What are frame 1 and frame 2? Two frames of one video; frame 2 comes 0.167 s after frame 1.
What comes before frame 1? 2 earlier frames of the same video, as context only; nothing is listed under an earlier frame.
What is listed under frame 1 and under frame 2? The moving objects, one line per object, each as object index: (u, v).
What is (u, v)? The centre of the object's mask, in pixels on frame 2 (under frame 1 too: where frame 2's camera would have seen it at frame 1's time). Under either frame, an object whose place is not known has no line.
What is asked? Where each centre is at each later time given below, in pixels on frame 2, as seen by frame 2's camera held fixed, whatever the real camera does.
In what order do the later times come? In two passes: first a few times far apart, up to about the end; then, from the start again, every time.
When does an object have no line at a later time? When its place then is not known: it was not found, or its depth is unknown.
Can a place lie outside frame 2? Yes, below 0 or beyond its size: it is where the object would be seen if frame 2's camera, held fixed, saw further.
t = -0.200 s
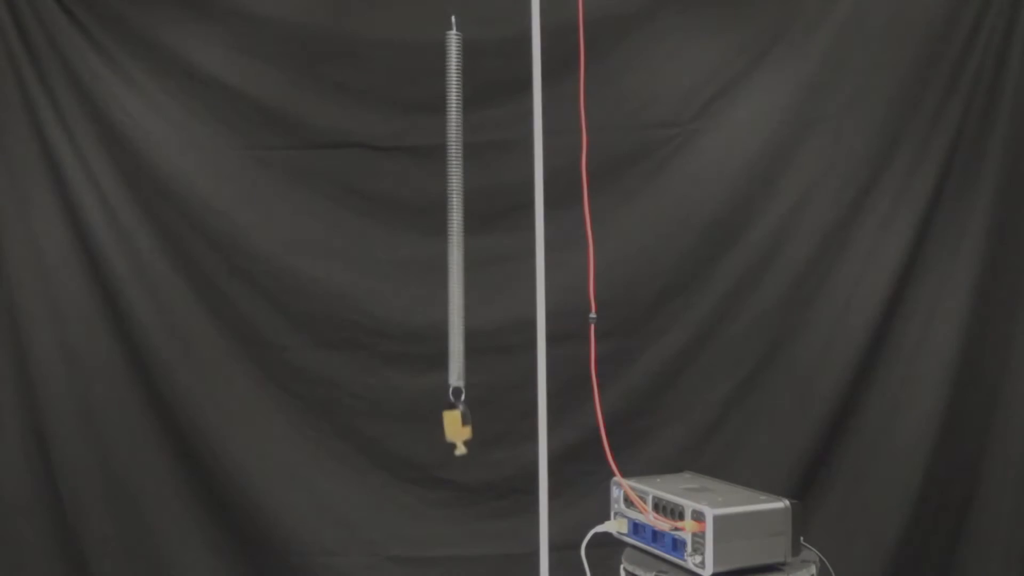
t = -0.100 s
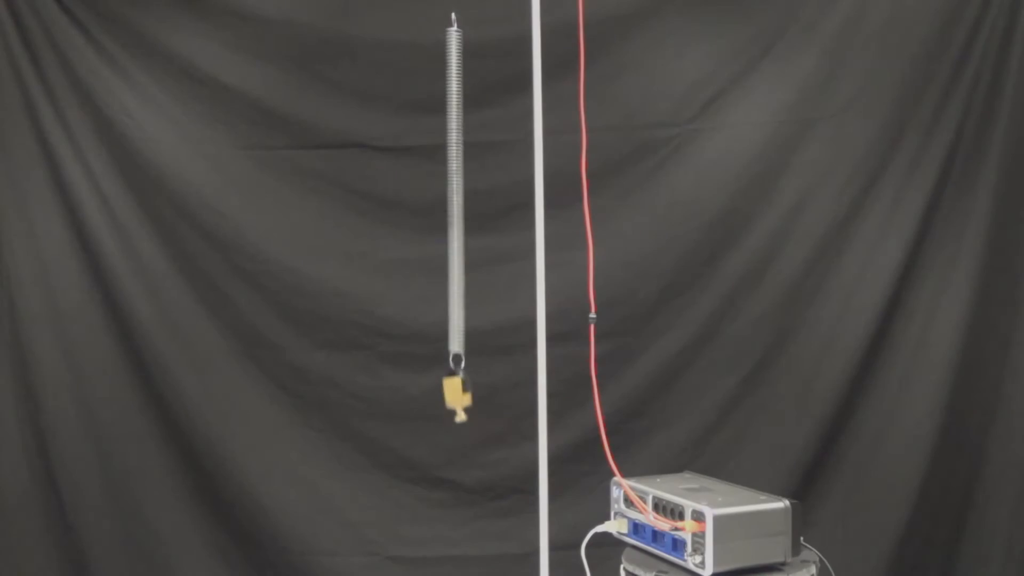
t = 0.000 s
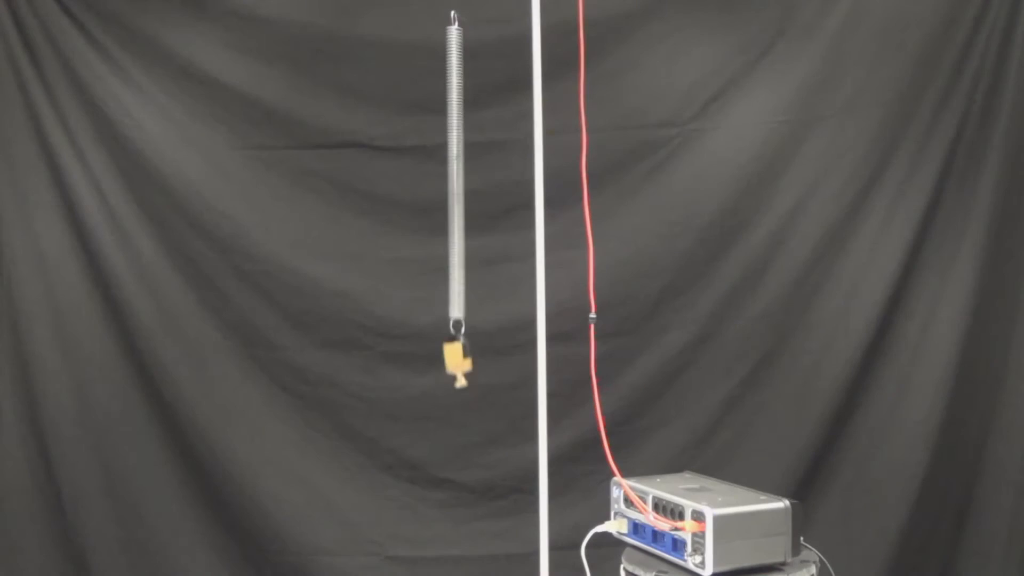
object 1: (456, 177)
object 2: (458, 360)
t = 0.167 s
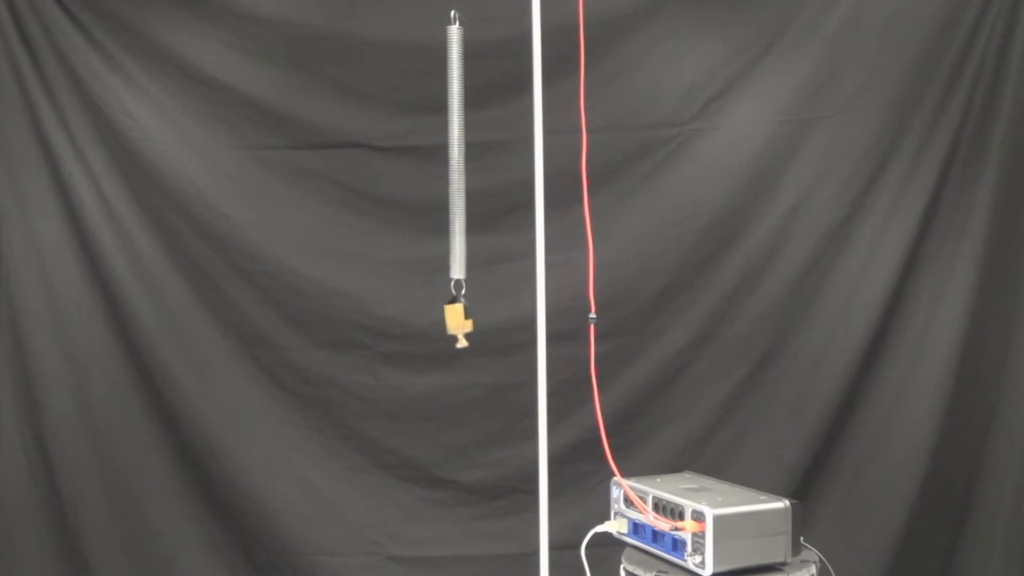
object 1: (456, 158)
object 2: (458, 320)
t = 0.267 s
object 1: (457, 157)
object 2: (459, 317)
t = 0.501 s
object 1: (458, 187)
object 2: (461, 371)
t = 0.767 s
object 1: (457, 236)
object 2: (461, 460)
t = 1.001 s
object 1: (456, 236)
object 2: (459, 464)
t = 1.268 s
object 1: (454, 183)
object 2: (455, 373)
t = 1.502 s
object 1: (454, 151)
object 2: (454, 308)
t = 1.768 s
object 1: (455, 172)
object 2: (458, 352)
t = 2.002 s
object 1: (457, 223)
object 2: (461, 445)
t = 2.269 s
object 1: (458, 239)
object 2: (462, 477)
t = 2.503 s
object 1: (456, 196)
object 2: (459, 405)
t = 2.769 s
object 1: (454, 144)
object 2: (454, 307)
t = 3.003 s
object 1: (454, 150)
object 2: (454, 321)
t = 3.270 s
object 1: (455, 209)
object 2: (458, 428)
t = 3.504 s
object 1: (457, 242)
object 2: (461, 483)
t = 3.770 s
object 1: (457, 207)
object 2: (462, 425)
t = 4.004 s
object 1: (456, 156)
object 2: (460, 331)
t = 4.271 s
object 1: (455, 146)
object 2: (457, 309)
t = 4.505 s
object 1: (455, 189)
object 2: (457, 392)
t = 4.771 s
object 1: (456, 239)
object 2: (458, 476)
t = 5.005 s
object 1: (456, 225)
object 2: (460, 454)
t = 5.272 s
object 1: (457, 169)
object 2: (461, 352)
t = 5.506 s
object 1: (457, 146)
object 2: (460, 304)
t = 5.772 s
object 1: (457, 177)
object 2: (460, 367)
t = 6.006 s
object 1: (456, 225)
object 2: (460, 451)
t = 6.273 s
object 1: (455, 234)
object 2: (458, 460)
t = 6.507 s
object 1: (455, 195)
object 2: (457, 391)
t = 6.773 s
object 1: (455, 157)
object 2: (457, 319)
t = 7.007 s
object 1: (457, 166)
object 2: (460, 340)
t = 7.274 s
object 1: (458, 213)
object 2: (462, 425)
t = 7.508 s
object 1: (457, 237)
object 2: (461, 459)
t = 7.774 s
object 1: (455, 211)
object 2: (457, 413)
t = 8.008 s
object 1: (454, 170)
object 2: (455, 346)
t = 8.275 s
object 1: (454, 163)
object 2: (456, 331)
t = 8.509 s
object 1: (456, 193)
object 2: (459, 386)
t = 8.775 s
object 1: (458, 230)
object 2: (462, 444)
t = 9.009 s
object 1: (458, 227)
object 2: (461, 435)
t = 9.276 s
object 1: (456, 190)
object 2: (457, 375)
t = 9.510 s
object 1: (454, 167)
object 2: (455, 338)
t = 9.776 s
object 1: (454, 182)
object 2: (455, 365)
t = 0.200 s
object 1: (457, 157)
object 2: (458, 317)
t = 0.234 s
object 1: (457, 157)
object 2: (459, 316)
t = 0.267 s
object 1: (457, 157)
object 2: (459, 317)
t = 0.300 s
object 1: (457, 159)
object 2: (459, 319)
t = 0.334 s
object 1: (457, 162)
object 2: (460, 325)
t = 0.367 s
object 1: (457, 165)
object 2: (460, 332)
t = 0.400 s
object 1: (457, 168)
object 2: (460, 340)
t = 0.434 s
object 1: (458, 174)
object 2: (460, 349)
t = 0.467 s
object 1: (458, 180)
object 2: (460, 360)
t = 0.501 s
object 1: (458, 187)
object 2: (461, 371)
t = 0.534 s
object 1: (458, 195)
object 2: (461, 383)
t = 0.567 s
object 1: (458, 201)
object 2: (461, 396)
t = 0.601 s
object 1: (458, 209)
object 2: (461, 408)
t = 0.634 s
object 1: (458, 215)
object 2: (461, 421)
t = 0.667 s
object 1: (458, 222)
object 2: (461, 431)
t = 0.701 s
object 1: (458, 227)
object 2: (461, 442)
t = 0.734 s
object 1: (458, 231)
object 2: (461, 451)
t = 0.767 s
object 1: (457, 236)
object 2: (461, 460)
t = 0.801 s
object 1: (457, 238)
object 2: (461, 465)
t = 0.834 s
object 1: (457, 242)
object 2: (460, 470)
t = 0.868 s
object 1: (457, 243)
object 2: (460, 473)
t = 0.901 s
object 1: (457, 243)
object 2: (460, 473)
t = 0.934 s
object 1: (457, 242)
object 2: (459, 473)
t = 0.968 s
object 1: (456, 240)
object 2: (459, 469)
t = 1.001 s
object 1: (456, 236)
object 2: (459, 464)
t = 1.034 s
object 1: (456, 230)
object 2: (458, 457)
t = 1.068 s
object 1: (456, 224)
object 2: (458, 448)
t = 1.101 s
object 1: (455, 219)
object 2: (457, 438)
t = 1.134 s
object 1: (455, 212)
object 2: (457, 427)
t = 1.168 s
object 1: (455, 205)
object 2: (456, 414)
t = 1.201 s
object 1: (454, 200)
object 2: (456, 401)
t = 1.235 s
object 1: (454, 191)
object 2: (455, 387)
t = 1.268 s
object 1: (454, 183)
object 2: (455, 373)
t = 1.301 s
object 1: (454, 178)
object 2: (455, 360)
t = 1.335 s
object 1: (454, 170)
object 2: (454, 348)
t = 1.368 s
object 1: (454, 166)
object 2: (454, 337)
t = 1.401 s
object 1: (454, 161)
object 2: (454, 327)
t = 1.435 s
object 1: (454, 156)
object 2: (454, 318)
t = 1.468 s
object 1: (454, 153)
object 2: (454, 312)
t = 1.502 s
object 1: (454, 151)
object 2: (454, 308)
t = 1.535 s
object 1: (454, 150)
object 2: (455, 306)
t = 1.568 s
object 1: (454, 149)
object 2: (455, 306)
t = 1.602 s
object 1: (454, 151)
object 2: (455, 309)
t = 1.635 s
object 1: (455, 154)
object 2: (456, 314)
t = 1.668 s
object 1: (455, 157)
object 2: (456, 320)
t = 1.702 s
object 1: (455, 161)
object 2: (457, 330)
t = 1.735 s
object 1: (455, 166)
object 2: (457, 340)
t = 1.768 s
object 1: (455, 172)
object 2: (458, 352)
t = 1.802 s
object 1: (456, 180)
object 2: (458, 365)
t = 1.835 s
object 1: (456, 188)
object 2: (459, 378)
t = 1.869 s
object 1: (457, 196)
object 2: (459, 392)
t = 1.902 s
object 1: (457, 201)
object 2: (460, 406)
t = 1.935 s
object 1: (457, 209)
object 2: (460, 420)
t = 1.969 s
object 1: (457, 216)
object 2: (461, 433)
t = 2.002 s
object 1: (457, 223)
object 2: (461, 445)
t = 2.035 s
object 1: (458, 229)
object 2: (462, 455)
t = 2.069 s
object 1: (458, 233)
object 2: (462, 464)
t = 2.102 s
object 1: (458, 237)
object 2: (462, 471)
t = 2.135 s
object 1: (458, 240)
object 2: (462, 477)
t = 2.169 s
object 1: (458, 242)
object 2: (462, 480)
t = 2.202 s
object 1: (458, 242)
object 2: (462, 481)
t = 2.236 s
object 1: (458, 241)
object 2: (462, 480)
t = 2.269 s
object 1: (458, 239)
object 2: (462, 477)
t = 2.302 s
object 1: (458, 235)
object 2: (462, 472)
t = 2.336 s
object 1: (458, 230)
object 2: (461, 464)
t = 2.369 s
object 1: (457, 224)
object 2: (461, 455)
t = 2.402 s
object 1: (457, 218)
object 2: (460, 445)
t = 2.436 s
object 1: (457, 211)
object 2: (460, 432)
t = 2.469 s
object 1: (456, 204)
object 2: (459, 419)
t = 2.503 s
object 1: (456, 196)
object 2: (459, 405)
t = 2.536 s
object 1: (456, 189)
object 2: (458, 391)
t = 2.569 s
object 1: (455, 181)
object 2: (458, 376)
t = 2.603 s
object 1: (455, 173)
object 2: (457, 361)
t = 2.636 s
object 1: (455, 166)
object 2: (456, 348)
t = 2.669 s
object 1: (455, 160)
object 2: (456, 335)
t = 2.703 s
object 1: (455, 153)
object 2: (455, 324)
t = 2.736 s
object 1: (454, 148)
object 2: (455, 314)
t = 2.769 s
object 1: (454, 144)
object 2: (454, 307)
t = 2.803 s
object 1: (454, 142)
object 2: (454, 302)
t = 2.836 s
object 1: (453, 140)
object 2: (454, 300)
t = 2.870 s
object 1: (453, 139)
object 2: (454, 300)
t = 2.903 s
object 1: (453, 140)
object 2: (454, 301)
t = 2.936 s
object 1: (453, 142)
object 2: (454, 306)
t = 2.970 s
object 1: (454, 145)
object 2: (454, 312)
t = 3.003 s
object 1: (454, 150)
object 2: (454, 321)
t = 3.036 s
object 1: (454, 155)
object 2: (454, 332)
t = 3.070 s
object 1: (454, 161)
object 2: (455, 344)
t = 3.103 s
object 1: (454, 168)
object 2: (455, 357)
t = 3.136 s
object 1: (454, 175)
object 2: (456, 371)
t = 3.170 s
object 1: (454, 184)
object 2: (456, 385)
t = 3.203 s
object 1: (455, 193)
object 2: (456, 400)
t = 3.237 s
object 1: (455, 200)
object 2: (457, 415)
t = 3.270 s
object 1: (455, 209)
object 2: (458, 428)
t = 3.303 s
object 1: (455, 216)
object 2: (458, 441)
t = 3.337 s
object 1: (455, 222)
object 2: (459, 453)
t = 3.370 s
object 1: (456, 227)
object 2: (459, 462)
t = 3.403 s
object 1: (456, 231)
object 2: (460, 470)
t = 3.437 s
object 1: (457, 237)
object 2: (460, 477)
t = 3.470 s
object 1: (457, 241)
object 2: (461, 481)
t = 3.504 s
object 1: (457, 242)
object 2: (461, 483)
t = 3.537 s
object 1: (457, 242)
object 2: (461, 483)
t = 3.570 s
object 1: (457, 241)
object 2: (462, 480)
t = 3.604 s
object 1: (458, 237)
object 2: (462, 475)
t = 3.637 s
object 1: (458, 232)
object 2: (462, 469)
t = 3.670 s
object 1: (458, 227)
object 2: (462, 460)
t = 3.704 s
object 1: (457, 221)
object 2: (462, 450)
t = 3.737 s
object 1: (457, 214)
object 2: (462, 438)
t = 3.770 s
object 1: (457, 207)
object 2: (462, 425)
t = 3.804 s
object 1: (458, 199)
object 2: (462, 412)
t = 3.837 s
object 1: (458, 191)
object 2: (462, 397)
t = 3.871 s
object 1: (458, 186)
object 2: (461, 383)
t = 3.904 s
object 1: (457, 177)
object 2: (461, 368)
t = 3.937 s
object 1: (457, 169)
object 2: (461, 355)
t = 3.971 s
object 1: (457, 162)
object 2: (460, 342)
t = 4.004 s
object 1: (456, 156)
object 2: (460, 331)
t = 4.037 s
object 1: (456, 151)
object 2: (459, 321)
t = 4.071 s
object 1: (456, 148)
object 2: (459, 312)
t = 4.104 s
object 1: (456, 143)
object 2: (459, 306)
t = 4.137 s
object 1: (456, 142)
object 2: (458, 302)
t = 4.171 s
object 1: (456, 140)
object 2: (458, 301)
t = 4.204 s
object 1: (455, 142)
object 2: (458, 301)
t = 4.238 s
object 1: (455, 143)
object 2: (457, 304)
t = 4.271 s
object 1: (455, 146)
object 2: (457, 309)
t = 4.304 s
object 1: (455, 149)
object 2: (457, 317)
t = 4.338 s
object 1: (455, 154)
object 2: (457, 327)
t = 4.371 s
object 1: (455, 159)
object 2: (457, 338)
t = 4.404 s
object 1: (455, 165)
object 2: (457, 351)
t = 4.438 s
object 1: (455, 173)
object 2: (457, 364)
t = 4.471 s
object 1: (455, 181)
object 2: (457, 378)
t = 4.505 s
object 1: (455, 189)
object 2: (457, 392)
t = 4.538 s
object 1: (455, 198)
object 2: (457, 406)
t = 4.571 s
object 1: (455, 205)
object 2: (457, 421)
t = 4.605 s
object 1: (455, 213)
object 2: (457, 433)
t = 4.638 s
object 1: (455, 219)
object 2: (457, 446)
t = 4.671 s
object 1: (455, 226)
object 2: (458, 456)
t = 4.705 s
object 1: (455, 231)
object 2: (458, 465)
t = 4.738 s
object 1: (455, 236)
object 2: (458, 472)
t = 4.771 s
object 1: (456, 239)
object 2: (458, 476)
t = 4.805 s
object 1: (456, 242)
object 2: (458, 480)
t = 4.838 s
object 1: (456, 243)
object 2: (459, 481)
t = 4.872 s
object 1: (456, 242)
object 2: (459, 479)
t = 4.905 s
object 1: (456, 240)
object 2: (459, 476)
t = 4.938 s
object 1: (456, 236)
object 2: (459, 470)
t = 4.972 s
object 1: (456, 231)
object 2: (459, 463)
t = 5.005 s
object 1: (456, 225)
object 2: (460, 454)
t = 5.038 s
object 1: (456, 219)
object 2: (460, 444)
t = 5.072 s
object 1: (456, 213)
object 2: (460, 432)
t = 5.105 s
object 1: (456, 205)
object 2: (460, 419)
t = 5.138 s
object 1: (456, 198)
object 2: (460, 406)
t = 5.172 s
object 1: (457, 191)
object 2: (460, 392)
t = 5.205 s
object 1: (457, 183)
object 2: (460, 378)
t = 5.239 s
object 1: (457, 175)
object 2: (461, 364)
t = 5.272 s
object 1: (457, 169)
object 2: (461, 352)
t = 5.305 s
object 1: (457, 163)
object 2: (460, 340)
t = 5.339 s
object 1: (457, 156)
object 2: (460, 329)
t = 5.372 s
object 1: (457, 153)
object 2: (460, 320)
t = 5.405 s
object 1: (457, 149)
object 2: (460, 313)
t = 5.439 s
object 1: (457, 147)
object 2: (460, 308)
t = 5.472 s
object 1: (457, 145)
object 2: (460, 304)
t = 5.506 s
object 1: (457, 146)
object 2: (460, 304)
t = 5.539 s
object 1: (457, 147)
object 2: (460, 305)
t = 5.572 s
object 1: (457, 148)
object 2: (460, 308)
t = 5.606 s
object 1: (457, 150)
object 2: (460, 314)
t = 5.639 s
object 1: (457, 154)
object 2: (460, 322)
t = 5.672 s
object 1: (457, 159)
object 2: (460, 332)
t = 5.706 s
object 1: (457, 164)
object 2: (460, 342)
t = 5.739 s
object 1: (457, 170)
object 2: (460, 355)
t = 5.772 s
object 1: (457, 177)
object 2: (460, 367)
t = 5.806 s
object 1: (457, 184)
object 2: (460, 380)
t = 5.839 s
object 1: (456, 191)
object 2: (460, 394)
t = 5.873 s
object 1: (457, 199)
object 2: (460, 407)
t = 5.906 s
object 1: (457, 205)
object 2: (460, 420)
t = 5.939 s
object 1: (457, 212)
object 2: (460, 431)
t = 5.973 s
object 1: (457, 219)
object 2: (460, 442)
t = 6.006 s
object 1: (456, 225)
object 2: (460, 451)
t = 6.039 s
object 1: (456, 230)
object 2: (459, 458)
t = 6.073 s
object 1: (456, 234)
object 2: (459, 463)
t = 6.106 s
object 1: (456, 238)
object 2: (459, 468)
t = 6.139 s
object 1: (456, 240)
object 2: (459, 470)
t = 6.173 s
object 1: (456, 241)
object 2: (458, 470)
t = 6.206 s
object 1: (456, 240)
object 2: (458, 469)
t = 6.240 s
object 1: (455, 239)
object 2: (458, 465)
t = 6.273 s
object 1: (455, 234)
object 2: (458, 460)
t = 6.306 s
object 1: (455, 229)
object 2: (458, 453)
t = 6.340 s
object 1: (455, 227)
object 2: (457, 446)
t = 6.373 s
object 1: (455, 221)
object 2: (457, 436)
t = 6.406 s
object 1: (455, 215)
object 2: (457, 425)
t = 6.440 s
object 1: (455, 209)
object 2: (457, 415)
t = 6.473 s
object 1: (455, 202)
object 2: (457, 403)
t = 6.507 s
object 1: (455, 195)
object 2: (457, 391)
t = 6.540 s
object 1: (455, 188)
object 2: (457, 379)
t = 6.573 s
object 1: (455, 181)
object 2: (457, 367)
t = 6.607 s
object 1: (455, 175)
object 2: (457, 356)
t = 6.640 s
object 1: (455, 170)
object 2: (457, 346)
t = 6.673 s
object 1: (455, 165)
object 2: (457, 337)
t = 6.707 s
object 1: (455, 161)
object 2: (457, 330)
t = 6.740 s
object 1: (455, 159)
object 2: (457, 323)
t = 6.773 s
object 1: (455, 157)
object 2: (457, 319)
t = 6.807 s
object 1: (456, 155)
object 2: (458, 316)
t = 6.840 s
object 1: (456, 155)
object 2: (458, 315)
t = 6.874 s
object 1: (456, 156)
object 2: (458, 317)
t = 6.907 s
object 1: (456, 157)
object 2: (459, 320)
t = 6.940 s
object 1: (456, 159)
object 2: (459, 325)
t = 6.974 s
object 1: (457, 162)
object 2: (459, 332)
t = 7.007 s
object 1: (457, 166)
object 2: (460, 340)
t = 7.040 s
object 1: (457, 171)
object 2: (460, 349)
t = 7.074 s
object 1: (457, 176)
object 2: (460, 360)
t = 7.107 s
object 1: (457, 181)
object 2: (461, 371)
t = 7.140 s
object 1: (457, 187)
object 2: (461, 382)
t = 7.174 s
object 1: (457, 194)
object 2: (461, 393)
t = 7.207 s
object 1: (458, 201)
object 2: (461, 404)
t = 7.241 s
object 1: (458, 207)
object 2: (461, 415)
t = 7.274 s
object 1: (458, 213)
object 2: (462, 425)
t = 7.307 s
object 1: (458, 219)
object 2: (462, 434)
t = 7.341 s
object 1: (458, 224)
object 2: (462, 441)
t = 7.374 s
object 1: (457, 228)
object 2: (461, 448)
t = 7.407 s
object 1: (457, 232)
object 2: (461, 453)
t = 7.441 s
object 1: (457, 235)
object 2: (461, 457)
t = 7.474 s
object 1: (457, 237)
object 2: (461, 458)
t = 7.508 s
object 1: (457, 237)
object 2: (461, 459)
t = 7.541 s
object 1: (457, 237)
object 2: (460, 458)
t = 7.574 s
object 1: (456, 237)
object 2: (460, 455)
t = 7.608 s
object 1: (456, 233)
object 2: (459, 451)
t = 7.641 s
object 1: (456, 231)
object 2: (459, 446)
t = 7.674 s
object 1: (456, 227)
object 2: (458, 439)
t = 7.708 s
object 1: (456, 222)
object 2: (458, 431)
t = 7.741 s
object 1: (455, 216)
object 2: (457, 422)
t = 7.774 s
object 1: (455, 211)
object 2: (457, 413)
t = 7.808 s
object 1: (455, 205)
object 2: (457, 403)
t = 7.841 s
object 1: (454, 198)
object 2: (456, 393)
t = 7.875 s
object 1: (454, 192)
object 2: (456, 382)
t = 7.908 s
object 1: (454, 186)
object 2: (456, 372)
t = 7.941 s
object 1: (454, 180)
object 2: (455, 362)
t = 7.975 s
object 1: (454, 175)
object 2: (455, 353)
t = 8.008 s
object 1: (454, 170)
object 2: (455, 346)
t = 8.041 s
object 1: (454, 166)
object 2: (455, 338)
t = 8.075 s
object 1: (454, 164)
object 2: (455, 332)
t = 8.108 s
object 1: (454, 162)
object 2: (455, 328)
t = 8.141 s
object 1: (454, 160)
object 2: (455, 325)
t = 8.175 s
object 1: (454, 159)
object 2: (455, 324)
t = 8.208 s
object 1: (454, 160)
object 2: (455, 325)
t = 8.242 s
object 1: (454, 161)
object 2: (455, 327)
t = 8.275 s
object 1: (454, 163)
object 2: (456, 331)
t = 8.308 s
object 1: (454, 166)
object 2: (456, 336)
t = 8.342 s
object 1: (455, 169)
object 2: (456, 342)
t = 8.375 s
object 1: (455, 173)
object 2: (457, 350)
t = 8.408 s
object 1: (456, 177)
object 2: (458, 359)
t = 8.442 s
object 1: (456, 182)
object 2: (458, 368)
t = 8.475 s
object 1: (456, 188)
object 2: (459, 377)
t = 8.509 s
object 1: (456, 193)
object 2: (459, 386)
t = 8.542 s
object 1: (456, 198)
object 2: (459, 397)
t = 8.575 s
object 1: (457, 204)
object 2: (460, 406)
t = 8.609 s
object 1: (457, 210)
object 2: (461, 415)
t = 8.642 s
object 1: (457, 215)
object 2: (461, 423)
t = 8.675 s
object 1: (457, 219)
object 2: (461, 429)
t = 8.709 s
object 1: (458, 224)
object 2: (461, 436)
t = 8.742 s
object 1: (458, 228)
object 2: (462, 440)
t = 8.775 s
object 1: (458, 230)
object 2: (462, 444)
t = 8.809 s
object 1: (458, 233)
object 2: (462, 446)
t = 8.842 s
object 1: (458, 234)
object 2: (462, 448)
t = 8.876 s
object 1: (458, 234)
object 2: (462, 447)
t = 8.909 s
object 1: (458, 234)
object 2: (462, 446)
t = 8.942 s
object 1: (458, 232)
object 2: (462, 444)
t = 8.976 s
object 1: (458, 230)
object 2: (461, 440)
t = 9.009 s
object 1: (458, 227)
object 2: (461, 435)
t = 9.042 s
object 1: (458, 223)
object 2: (461, 429)
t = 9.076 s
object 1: (457, 219)
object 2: (460, 423)
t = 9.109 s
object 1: (457, 214)
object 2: (460, 416)
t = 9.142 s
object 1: (457, 209)
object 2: (460, 408)
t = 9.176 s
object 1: (456, 204)
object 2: (459, 400)
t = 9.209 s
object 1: (456, 200)
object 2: (458, 392)
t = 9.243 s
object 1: (456, 195)
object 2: (458, 383)
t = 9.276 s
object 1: (456, 190)
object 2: (457, 375)
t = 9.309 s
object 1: (455, 186)
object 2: (457, 367)
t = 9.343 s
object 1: (455, 181)
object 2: (457, 360)
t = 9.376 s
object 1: (455, 177)
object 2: (456, 354)
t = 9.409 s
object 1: (455, 174)
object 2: (456, 348)
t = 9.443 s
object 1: (455, 171)
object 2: (456, 344)
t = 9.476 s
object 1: (454, 169)
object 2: (455, 340)
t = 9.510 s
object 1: (454, 167)
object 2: (455, 338)
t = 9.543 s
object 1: (454, 168)
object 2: (454, 337)
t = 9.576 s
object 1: (454, 168)
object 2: (454, 337)
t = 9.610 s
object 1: (454, 169)
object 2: (455, 339)
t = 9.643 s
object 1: (454, 171)
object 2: (455, 343)
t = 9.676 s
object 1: (454, 172)
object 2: (454, 347)
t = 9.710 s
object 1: (454, 176)
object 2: (455, 352)
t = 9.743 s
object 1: (454, 178)
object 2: (455, 358)
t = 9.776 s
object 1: (454, 182)
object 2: (455, 365)
